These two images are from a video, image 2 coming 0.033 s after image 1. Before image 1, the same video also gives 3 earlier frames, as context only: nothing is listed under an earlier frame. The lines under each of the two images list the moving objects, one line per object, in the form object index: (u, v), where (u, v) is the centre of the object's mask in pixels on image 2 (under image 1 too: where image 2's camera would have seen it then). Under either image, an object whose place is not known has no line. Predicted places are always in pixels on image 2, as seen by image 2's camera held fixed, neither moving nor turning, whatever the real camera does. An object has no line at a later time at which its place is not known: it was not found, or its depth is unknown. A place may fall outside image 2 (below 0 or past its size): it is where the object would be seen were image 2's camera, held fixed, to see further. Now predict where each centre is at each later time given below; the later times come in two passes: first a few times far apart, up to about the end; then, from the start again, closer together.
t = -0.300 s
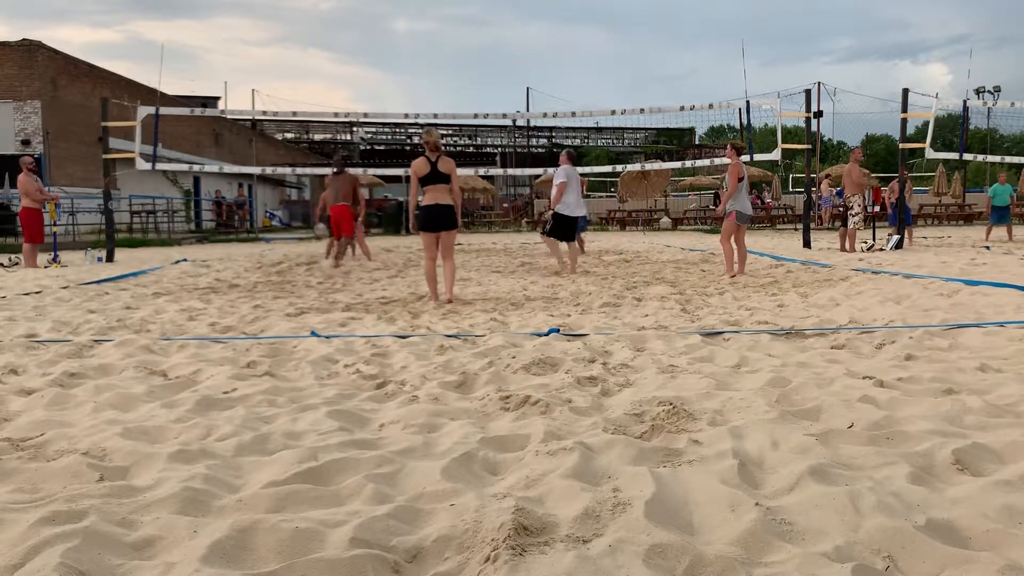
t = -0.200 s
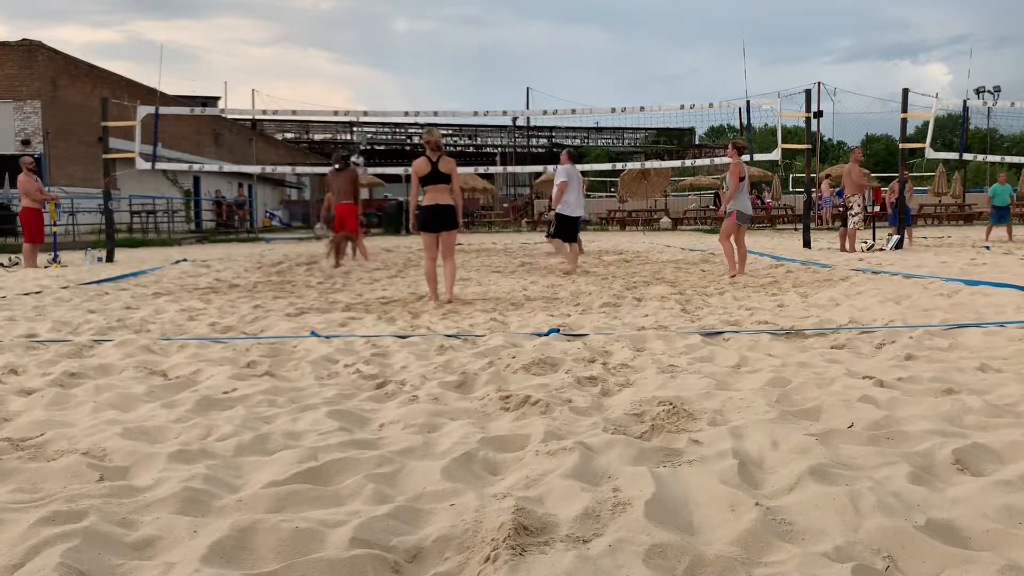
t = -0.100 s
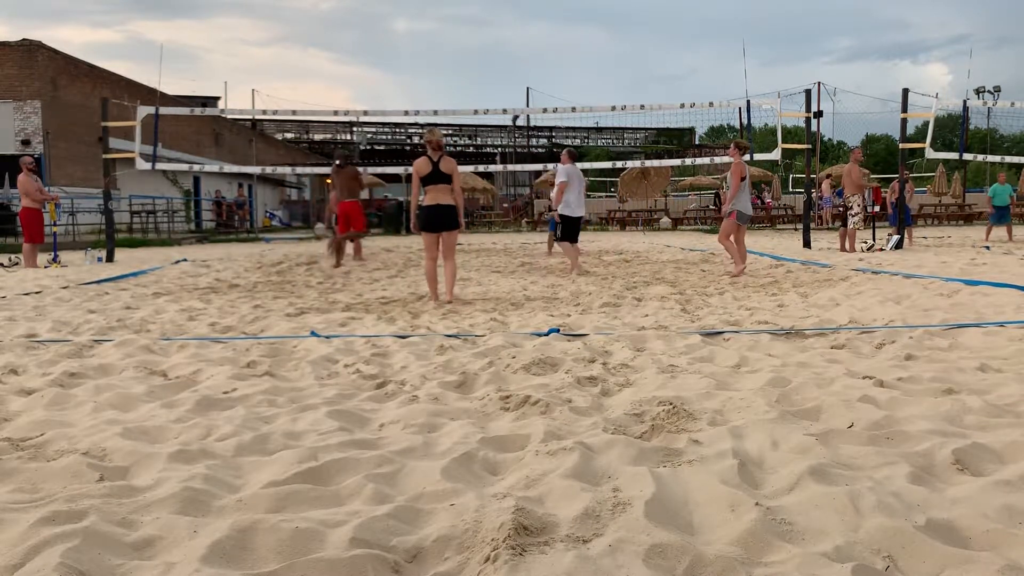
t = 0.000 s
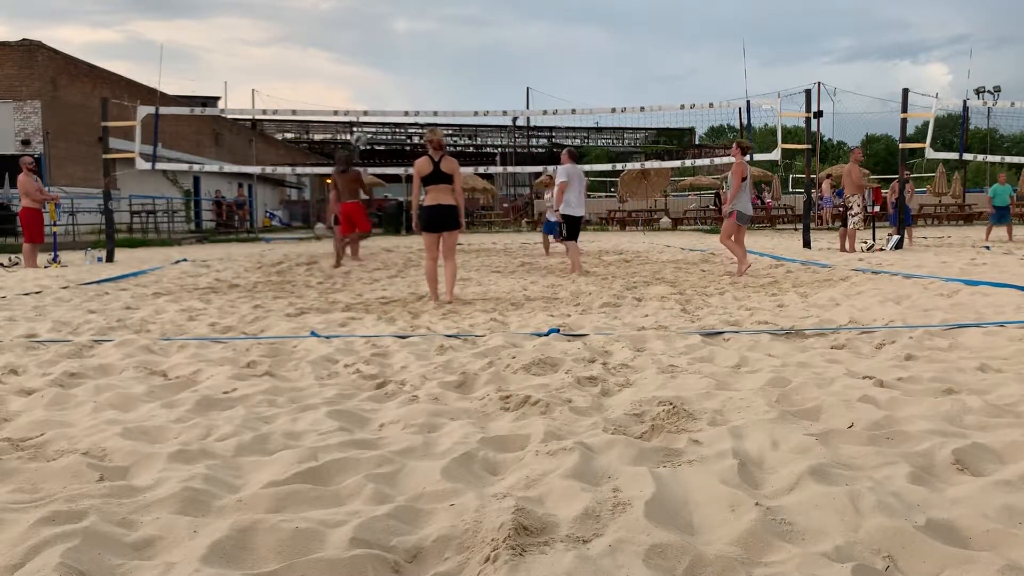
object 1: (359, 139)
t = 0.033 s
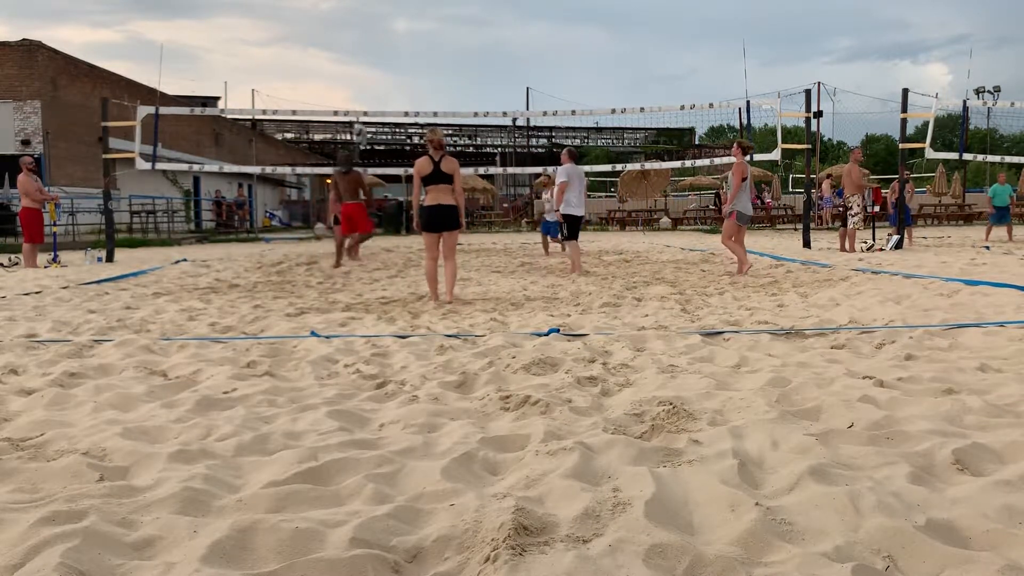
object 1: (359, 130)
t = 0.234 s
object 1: (368, 82)
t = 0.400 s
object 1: (376, 62)
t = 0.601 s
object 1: (386, 64)
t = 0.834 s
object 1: (401, 101)
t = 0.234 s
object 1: (368, 82)
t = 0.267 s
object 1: (369, 77)
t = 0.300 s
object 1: (371, 72)
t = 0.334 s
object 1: (372, 68)
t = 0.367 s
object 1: (374, 65)
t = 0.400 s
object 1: (376, 62)
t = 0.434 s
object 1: (377, 61)
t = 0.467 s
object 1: (379, 60)
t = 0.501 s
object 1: (381, 60)
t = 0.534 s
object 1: (383, 60)
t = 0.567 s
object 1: (385, 62)
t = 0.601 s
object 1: (386, 64)
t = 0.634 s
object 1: (388, 67)
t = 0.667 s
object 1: (390, 70)
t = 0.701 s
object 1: (392, 75)
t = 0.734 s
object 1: (394, 80)
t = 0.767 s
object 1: (397, 86)
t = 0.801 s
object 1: (398, 93)
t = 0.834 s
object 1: (401, 101)
